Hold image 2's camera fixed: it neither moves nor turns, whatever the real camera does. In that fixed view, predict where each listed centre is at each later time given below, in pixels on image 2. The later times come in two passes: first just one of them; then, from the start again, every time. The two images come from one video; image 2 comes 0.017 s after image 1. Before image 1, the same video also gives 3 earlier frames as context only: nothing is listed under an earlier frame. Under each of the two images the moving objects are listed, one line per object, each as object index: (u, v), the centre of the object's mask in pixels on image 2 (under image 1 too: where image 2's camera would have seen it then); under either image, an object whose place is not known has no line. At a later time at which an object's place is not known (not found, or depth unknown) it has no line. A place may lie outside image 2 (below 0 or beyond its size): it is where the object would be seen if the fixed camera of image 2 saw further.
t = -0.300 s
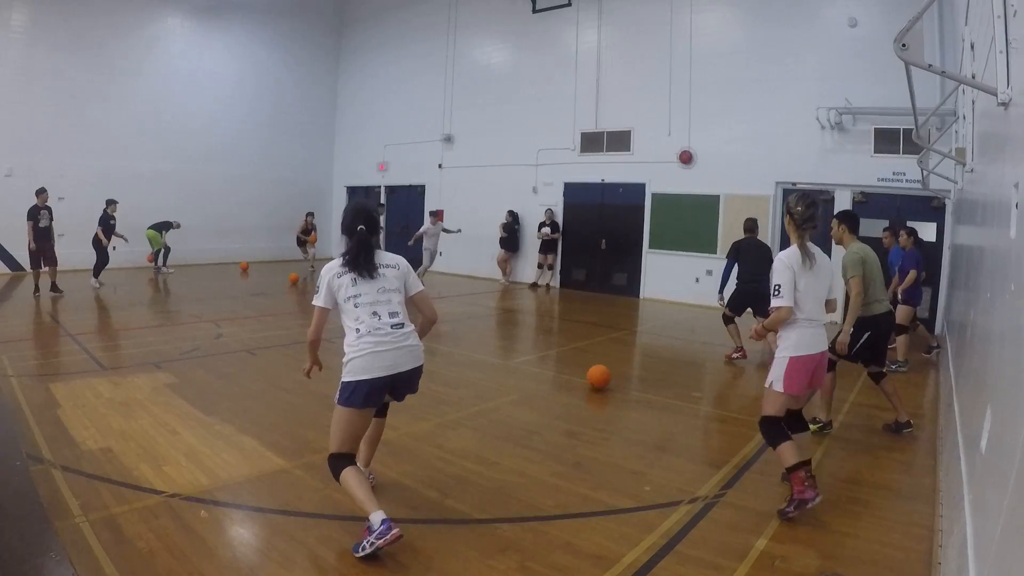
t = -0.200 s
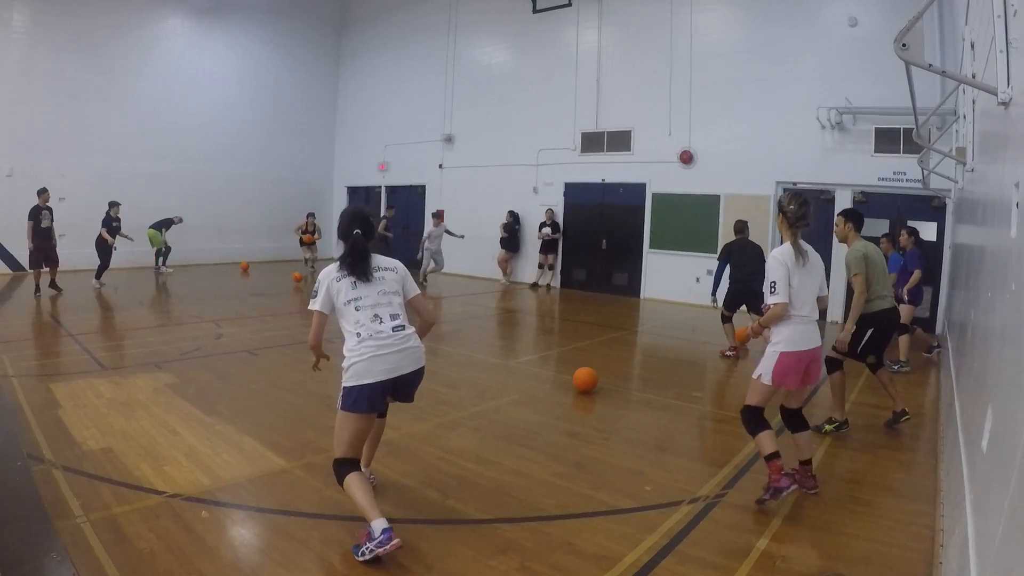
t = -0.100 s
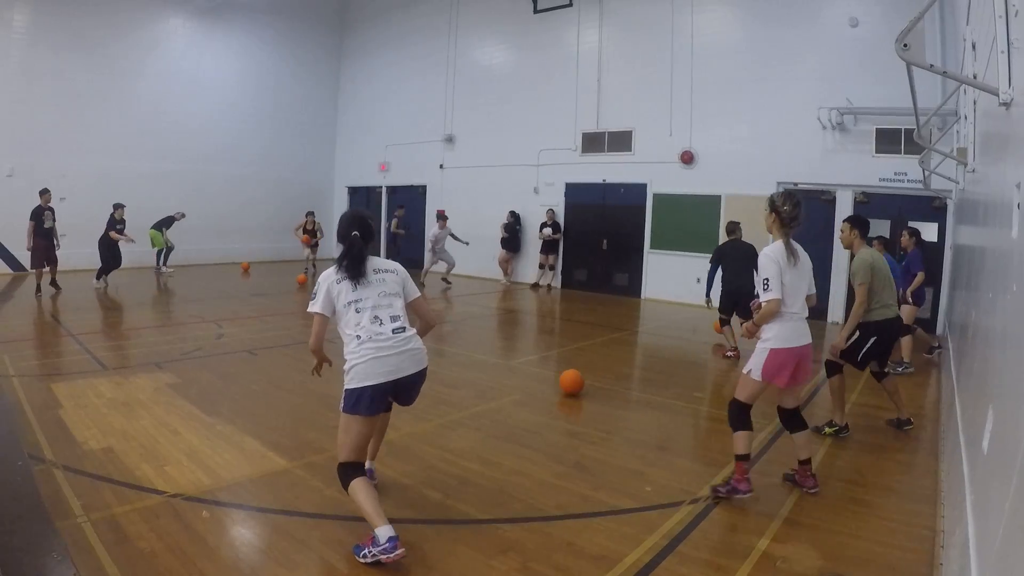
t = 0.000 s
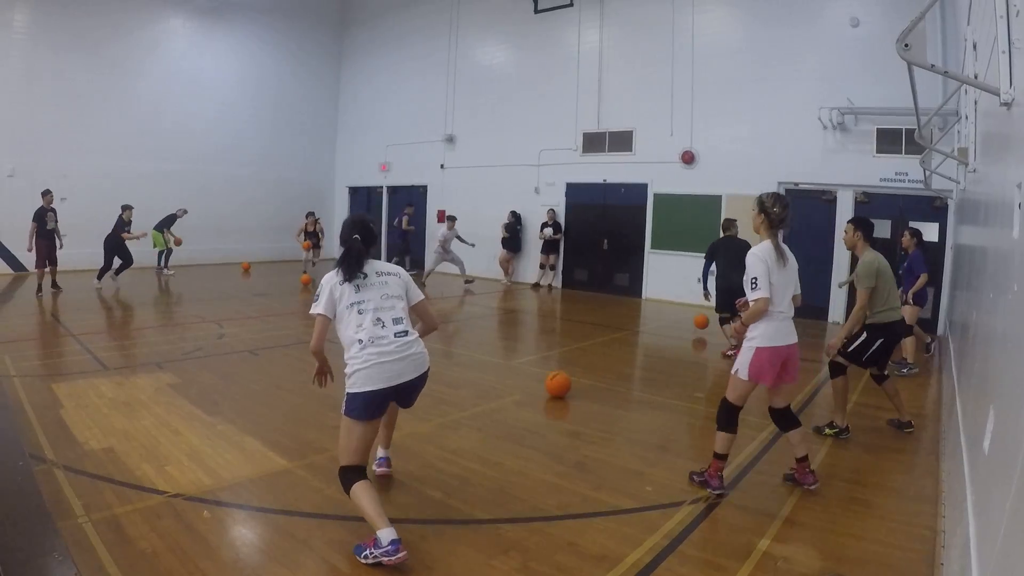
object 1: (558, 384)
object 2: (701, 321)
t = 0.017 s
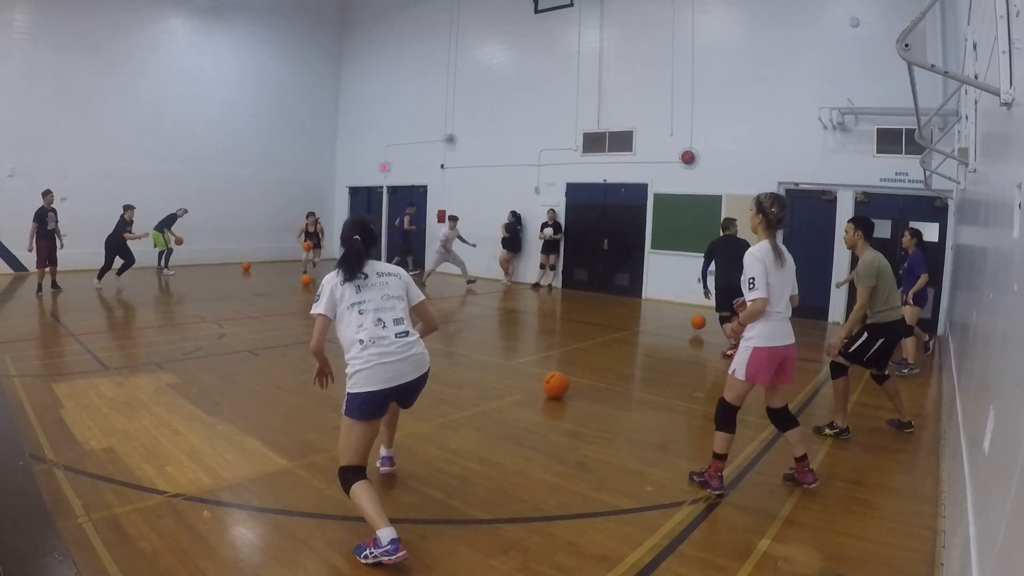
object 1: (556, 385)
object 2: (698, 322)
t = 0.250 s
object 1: (521, 390)
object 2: (658, 315)
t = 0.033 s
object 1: (553, 385)
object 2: (695, 322)
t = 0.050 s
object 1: (551, 385)
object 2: (692, 322)
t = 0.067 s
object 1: (549, 386)
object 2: (688, 323)
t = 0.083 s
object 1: (546, 386)
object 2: (685, 322)
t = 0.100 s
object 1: (543, 387)
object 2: (682, 320)
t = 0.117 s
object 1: (541, 387)
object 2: (680, 318)
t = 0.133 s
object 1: (538, 388)
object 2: (677, 317)
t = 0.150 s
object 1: (536, 388)
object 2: (674, 317)
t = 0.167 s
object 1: (534, 388)
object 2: (672, 316)
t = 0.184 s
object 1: (531, 388)
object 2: (668, 315)
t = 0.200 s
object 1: (528, 389)
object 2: (666, 315)
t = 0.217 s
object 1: (526, 389)
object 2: (663, 314)
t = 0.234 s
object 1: (523, 390)
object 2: (660, 315)
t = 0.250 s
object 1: (521, 390)
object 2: (658, 315)
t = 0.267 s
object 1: (519, 390)
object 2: (655, 315)
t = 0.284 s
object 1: (516, 391)
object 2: (652, 313)
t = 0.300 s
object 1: (513, 391)
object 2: (651, 312)
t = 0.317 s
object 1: (511, 391)
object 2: (648, 311)
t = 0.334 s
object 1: (508, 392)
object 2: (646, 311)
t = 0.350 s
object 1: (506, 392)
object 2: (643, 310)
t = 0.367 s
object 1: (503, 393)
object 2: (641, 310)
